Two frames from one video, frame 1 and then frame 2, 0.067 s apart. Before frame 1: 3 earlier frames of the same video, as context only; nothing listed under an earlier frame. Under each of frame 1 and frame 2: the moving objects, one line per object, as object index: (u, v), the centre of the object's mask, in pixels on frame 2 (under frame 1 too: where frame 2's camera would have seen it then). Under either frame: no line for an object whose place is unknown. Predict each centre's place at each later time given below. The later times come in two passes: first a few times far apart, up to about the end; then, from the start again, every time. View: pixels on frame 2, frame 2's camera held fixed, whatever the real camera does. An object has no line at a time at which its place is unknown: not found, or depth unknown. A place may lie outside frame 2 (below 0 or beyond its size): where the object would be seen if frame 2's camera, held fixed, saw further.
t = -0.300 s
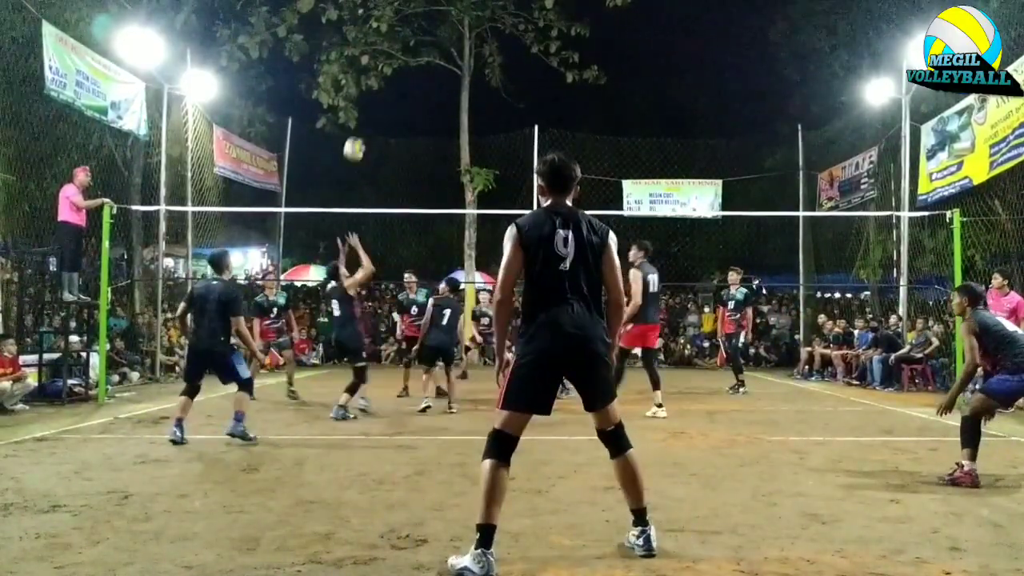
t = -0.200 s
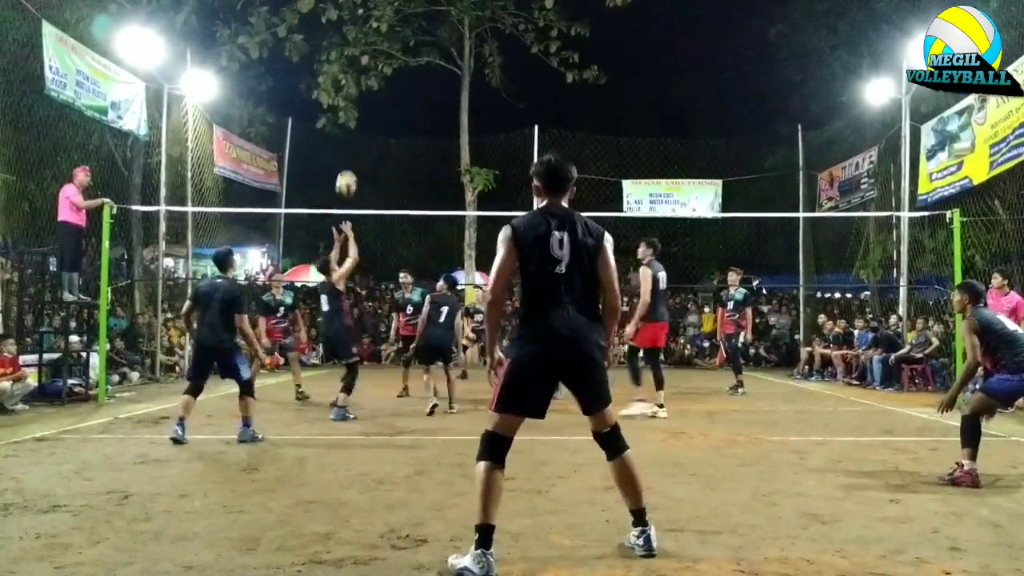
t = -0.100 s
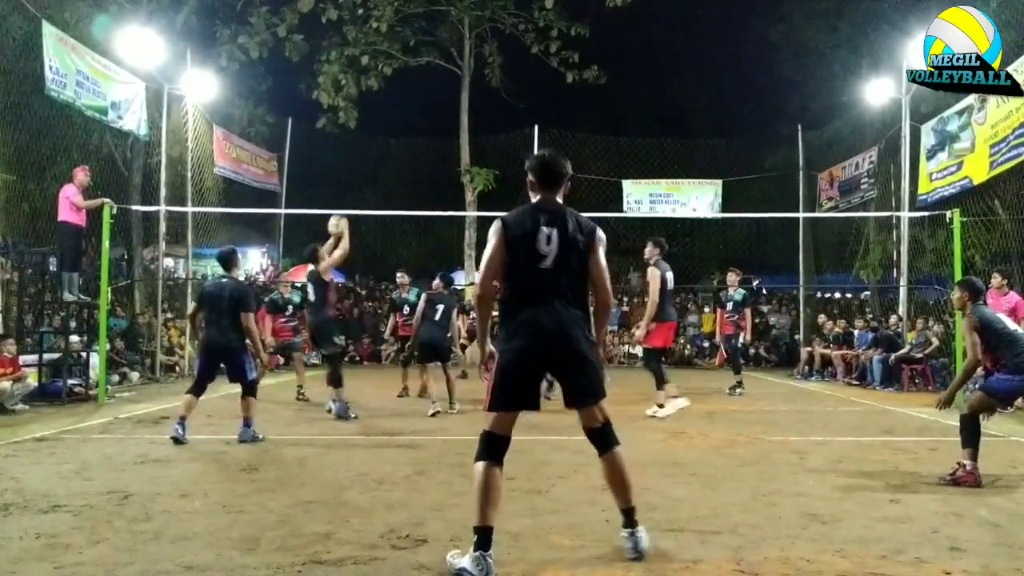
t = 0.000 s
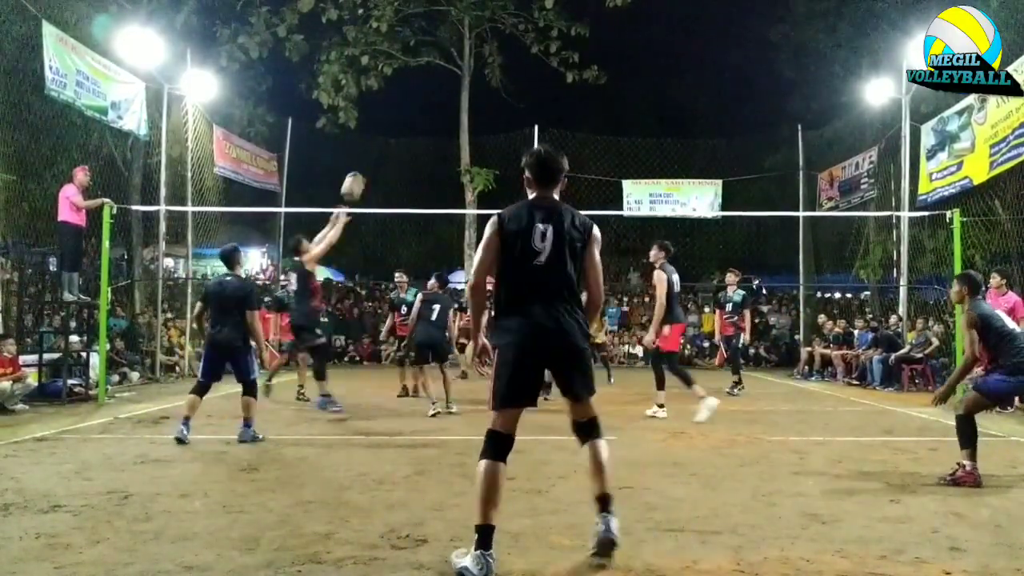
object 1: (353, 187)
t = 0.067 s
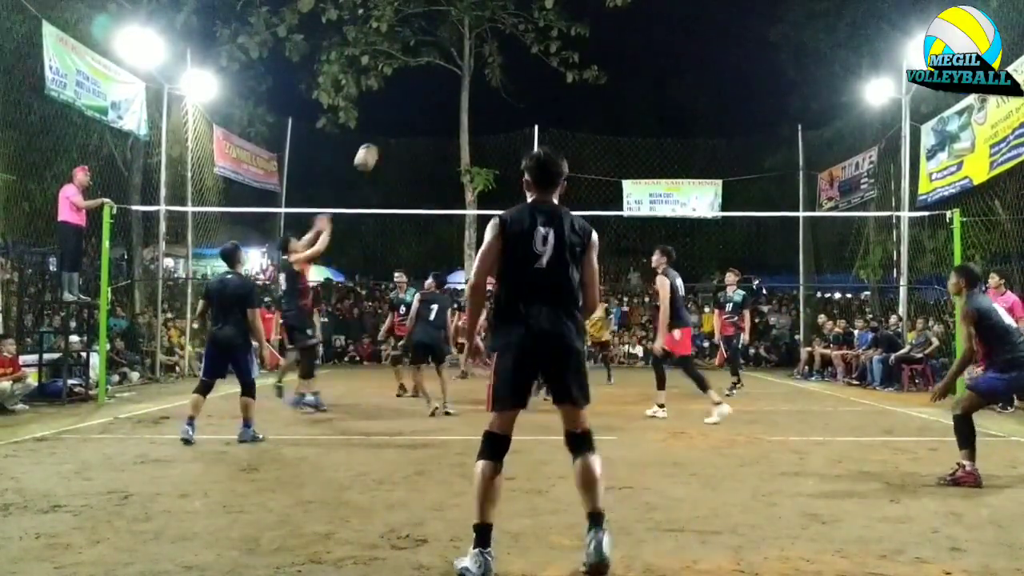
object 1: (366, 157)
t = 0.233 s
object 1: (402, 97)
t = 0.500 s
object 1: (454, 56)
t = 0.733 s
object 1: (498, 70)
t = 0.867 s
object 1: (521, 97)
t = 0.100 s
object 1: (374, 142)
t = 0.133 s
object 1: (381, 129)
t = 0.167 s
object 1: (387, 119)
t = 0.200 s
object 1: (394, 107)
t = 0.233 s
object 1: (402, 97)
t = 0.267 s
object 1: (408, 90)
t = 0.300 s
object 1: (415, 82)
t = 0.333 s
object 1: (422, 74)
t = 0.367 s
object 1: (428, 69)
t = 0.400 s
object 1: (435, 64)
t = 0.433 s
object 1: (442, 60)
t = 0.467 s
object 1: (448, 58)
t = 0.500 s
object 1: (454, 56)
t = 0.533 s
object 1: (461, 55)
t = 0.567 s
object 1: (467, 55)
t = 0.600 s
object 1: (473, 57)
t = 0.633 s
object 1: (480, 59)
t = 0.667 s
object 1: (485, 61)
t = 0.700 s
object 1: (492, 65)
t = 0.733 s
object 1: (498, 70)
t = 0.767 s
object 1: (504, 75)
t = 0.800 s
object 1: (510, 82)
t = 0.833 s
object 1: (516, 90)
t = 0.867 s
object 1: (521, 97)
